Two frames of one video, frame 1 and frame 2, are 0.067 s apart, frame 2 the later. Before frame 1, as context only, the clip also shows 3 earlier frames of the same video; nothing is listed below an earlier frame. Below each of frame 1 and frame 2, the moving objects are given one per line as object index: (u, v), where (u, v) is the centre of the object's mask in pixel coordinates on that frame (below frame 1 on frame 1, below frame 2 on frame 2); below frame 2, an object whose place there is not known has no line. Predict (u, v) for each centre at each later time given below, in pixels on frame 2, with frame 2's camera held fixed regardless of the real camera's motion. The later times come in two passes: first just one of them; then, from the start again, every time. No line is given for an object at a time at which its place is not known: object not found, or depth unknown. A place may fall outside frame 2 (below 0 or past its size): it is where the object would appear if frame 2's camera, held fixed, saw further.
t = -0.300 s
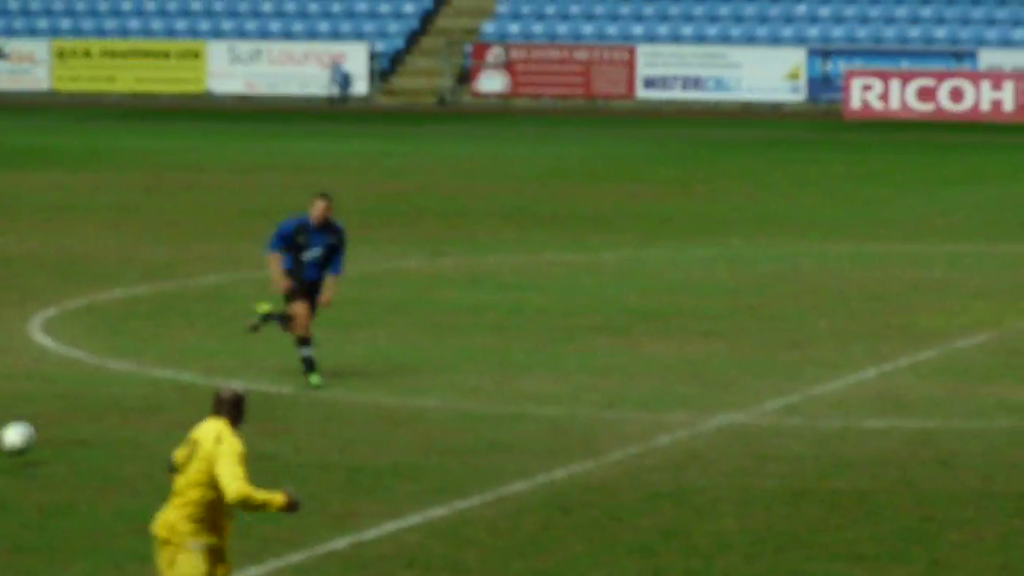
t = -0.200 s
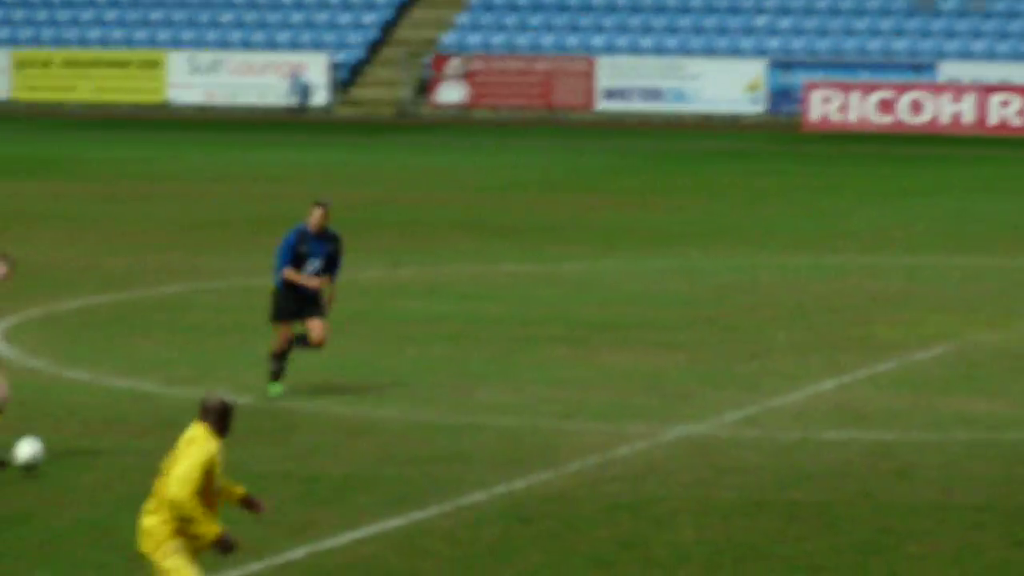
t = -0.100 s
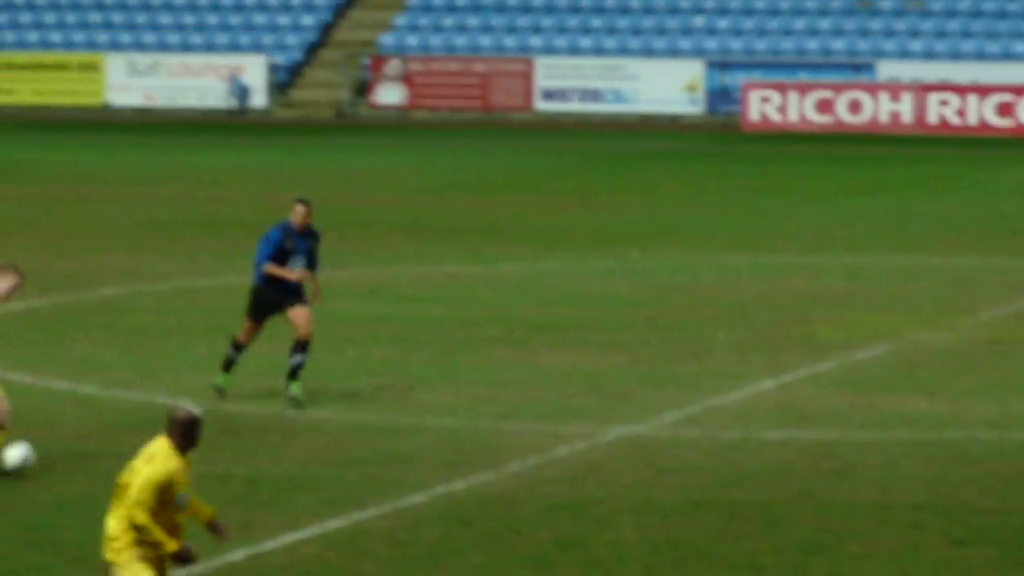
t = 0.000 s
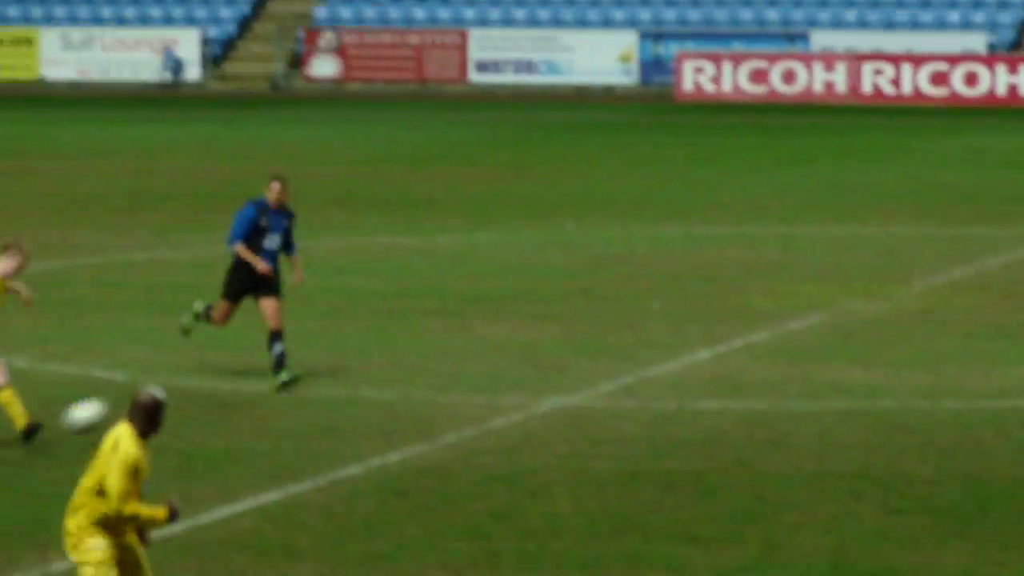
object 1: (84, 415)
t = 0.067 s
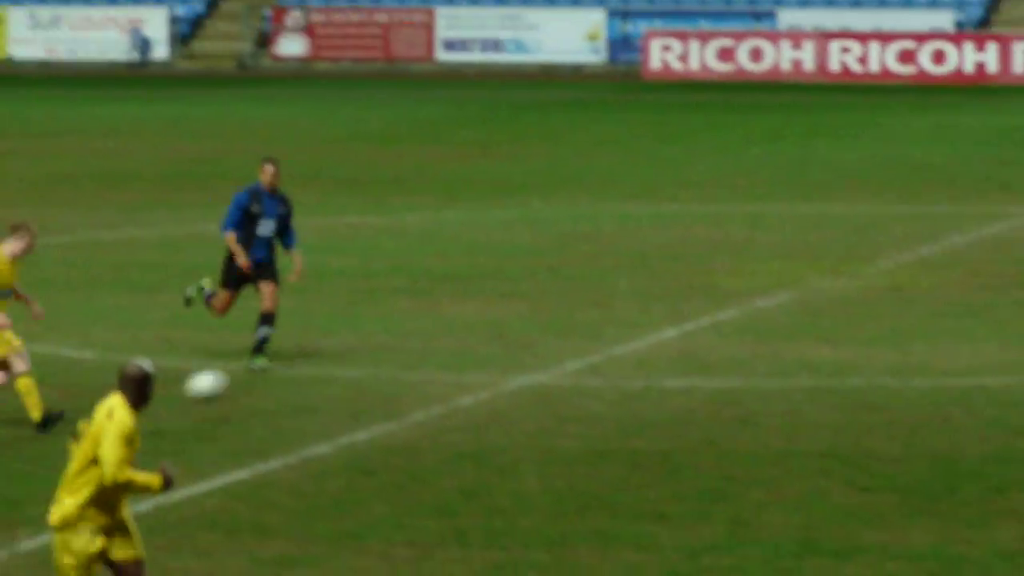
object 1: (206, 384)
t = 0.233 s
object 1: (574, 396)
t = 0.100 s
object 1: (282, 383)
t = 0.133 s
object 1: (356, 383)
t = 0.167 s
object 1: (430, 385)
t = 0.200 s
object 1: (503, 388)
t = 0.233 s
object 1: (574, 396)
